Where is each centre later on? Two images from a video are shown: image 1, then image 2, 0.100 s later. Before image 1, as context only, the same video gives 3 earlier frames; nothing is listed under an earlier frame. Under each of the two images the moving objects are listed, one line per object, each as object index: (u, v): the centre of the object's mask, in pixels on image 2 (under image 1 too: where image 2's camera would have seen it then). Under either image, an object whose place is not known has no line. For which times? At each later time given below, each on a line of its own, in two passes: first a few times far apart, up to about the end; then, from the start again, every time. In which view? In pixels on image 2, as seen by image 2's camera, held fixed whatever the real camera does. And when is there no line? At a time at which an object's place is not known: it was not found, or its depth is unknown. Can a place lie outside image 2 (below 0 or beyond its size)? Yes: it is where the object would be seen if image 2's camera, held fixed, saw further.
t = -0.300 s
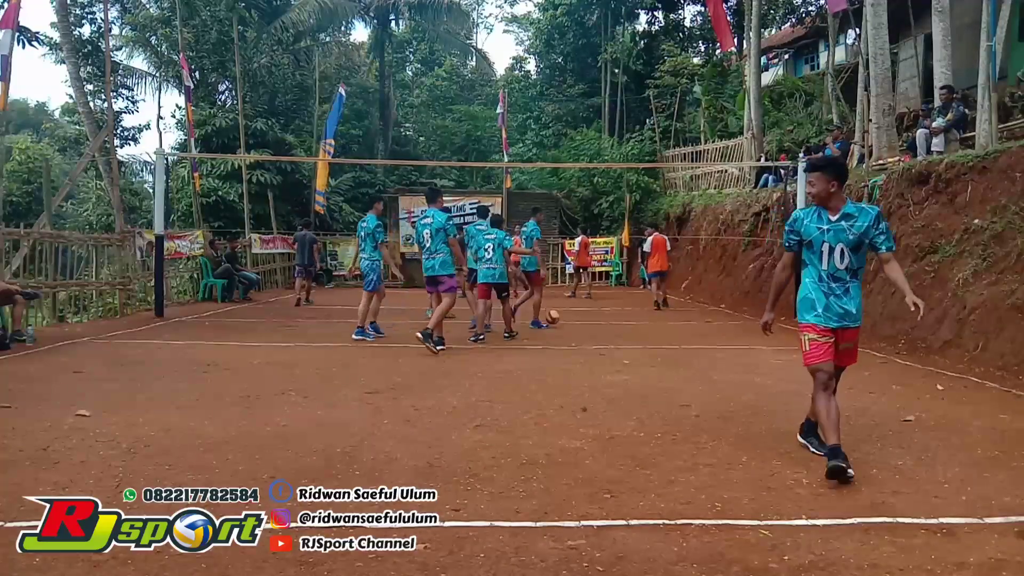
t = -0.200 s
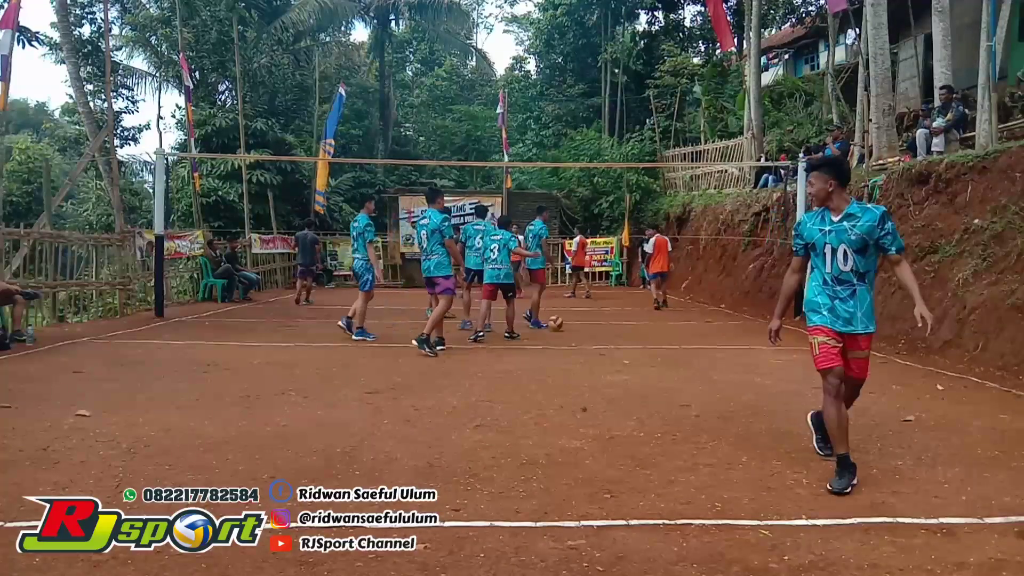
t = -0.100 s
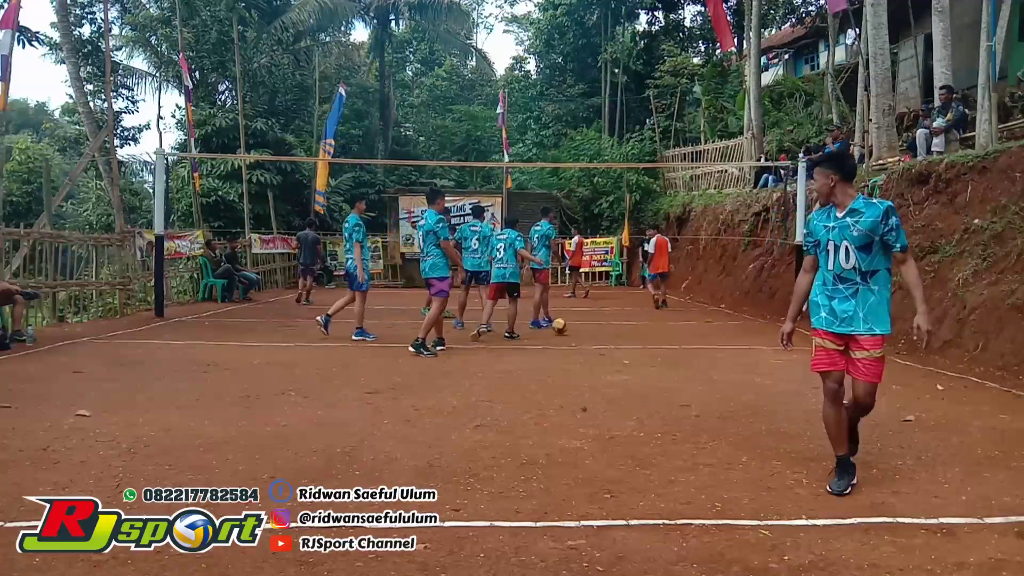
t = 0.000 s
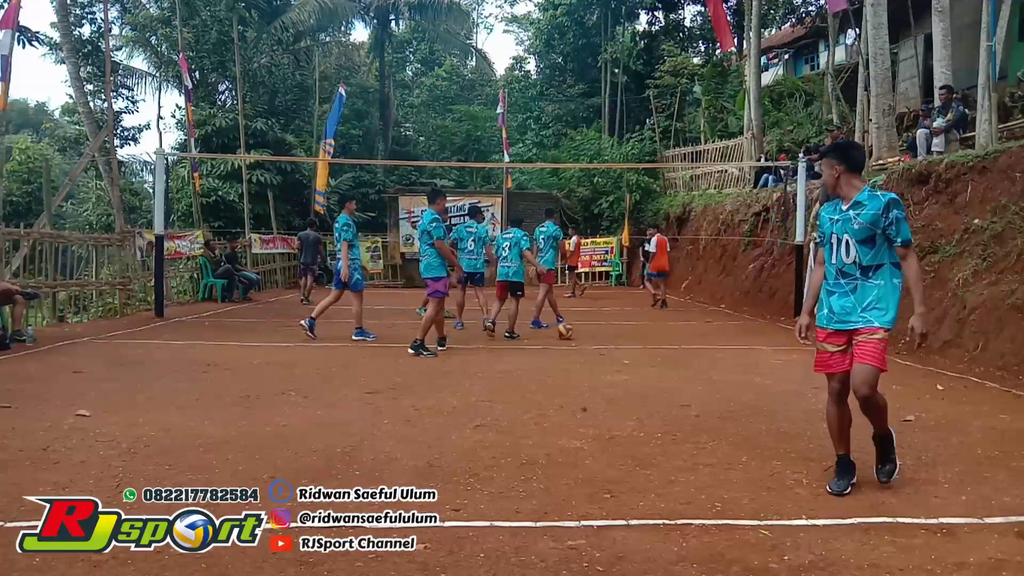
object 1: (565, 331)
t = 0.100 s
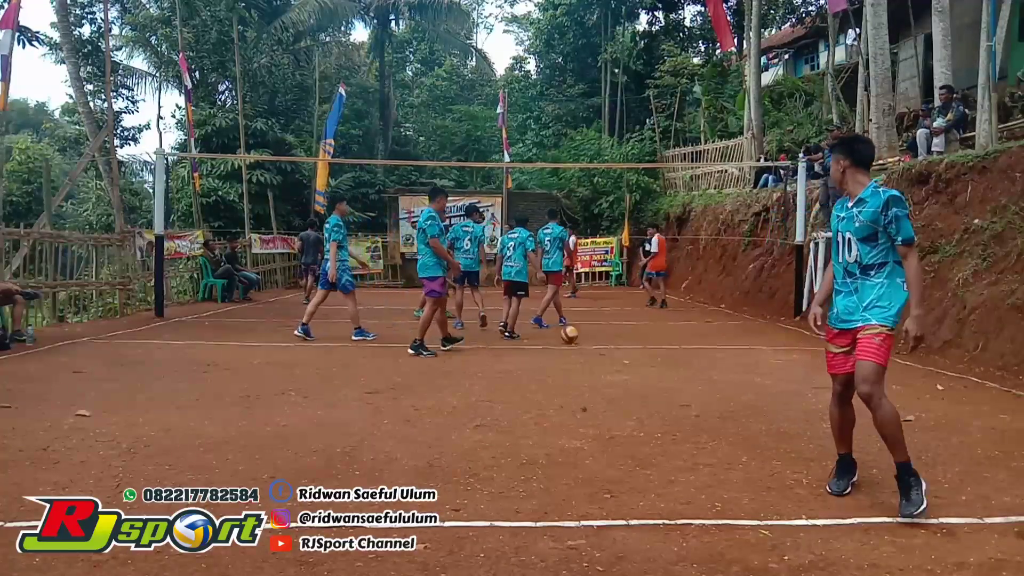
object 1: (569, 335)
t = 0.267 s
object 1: (577, 341)
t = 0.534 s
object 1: (590, 354)
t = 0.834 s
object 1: (615, 379)
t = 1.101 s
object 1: (645, 396)
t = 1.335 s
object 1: (679, 436)
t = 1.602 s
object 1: (732, 497)
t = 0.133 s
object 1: (571, 337)
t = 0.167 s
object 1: (572, 337)
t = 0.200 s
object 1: (573, 337)
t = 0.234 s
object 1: (575, 338)
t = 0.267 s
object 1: (577, 341)
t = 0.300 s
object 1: (578, 345)
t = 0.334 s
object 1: (579, 344)
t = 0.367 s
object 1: (581, 342)
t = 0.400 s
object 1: (583, 343)
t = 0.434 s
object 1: (584, 344)
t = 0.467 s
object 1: (586, 346)
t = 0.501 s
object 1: (589, 349)
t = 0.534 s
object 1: (590, 354)
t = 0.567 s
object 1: (592, 360)
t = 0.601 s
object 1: (594, 360)
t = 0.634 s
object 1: (597, 359)
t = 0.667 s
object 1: (600, 360)
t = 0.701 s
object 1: (603, 362)
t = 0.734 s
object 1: (605, 366)
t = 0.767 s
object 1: (608, 372)
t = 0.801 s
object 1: (612, 377)
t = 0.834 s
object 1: (615, 379)
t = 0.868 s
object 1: (618, 380)
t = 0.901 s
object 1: (622, 383)
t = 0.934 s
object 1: (625, 389)
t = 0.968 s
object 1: (630, 394)
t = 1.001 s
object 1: (633, 393)
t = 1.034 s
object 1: (637, 392)
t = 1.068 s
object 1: (641, 393)
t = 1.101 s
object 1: (645, 396)
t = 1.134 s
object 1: (649, 401)
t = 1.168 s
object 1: (654, 408)
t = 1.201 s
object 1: (658, 418)
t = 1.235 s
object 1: (663, 429)
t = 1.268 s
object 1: (669, 430)
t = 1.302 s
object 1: (674, 432)
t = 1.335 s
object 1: (679, 436)
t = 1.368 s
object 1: (684, 444)
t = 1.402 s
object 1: (690, 452)
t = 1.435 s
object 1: (697, 464)
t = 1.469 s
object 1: (704, 470)
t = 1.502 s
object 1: (710, 472)
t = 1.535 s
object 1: (717, 478)
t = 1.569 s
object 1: (723, 486)
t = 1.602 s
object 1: (732, 497)
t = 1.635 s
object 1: (740, 514)
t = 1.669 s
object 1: (748, 519)
